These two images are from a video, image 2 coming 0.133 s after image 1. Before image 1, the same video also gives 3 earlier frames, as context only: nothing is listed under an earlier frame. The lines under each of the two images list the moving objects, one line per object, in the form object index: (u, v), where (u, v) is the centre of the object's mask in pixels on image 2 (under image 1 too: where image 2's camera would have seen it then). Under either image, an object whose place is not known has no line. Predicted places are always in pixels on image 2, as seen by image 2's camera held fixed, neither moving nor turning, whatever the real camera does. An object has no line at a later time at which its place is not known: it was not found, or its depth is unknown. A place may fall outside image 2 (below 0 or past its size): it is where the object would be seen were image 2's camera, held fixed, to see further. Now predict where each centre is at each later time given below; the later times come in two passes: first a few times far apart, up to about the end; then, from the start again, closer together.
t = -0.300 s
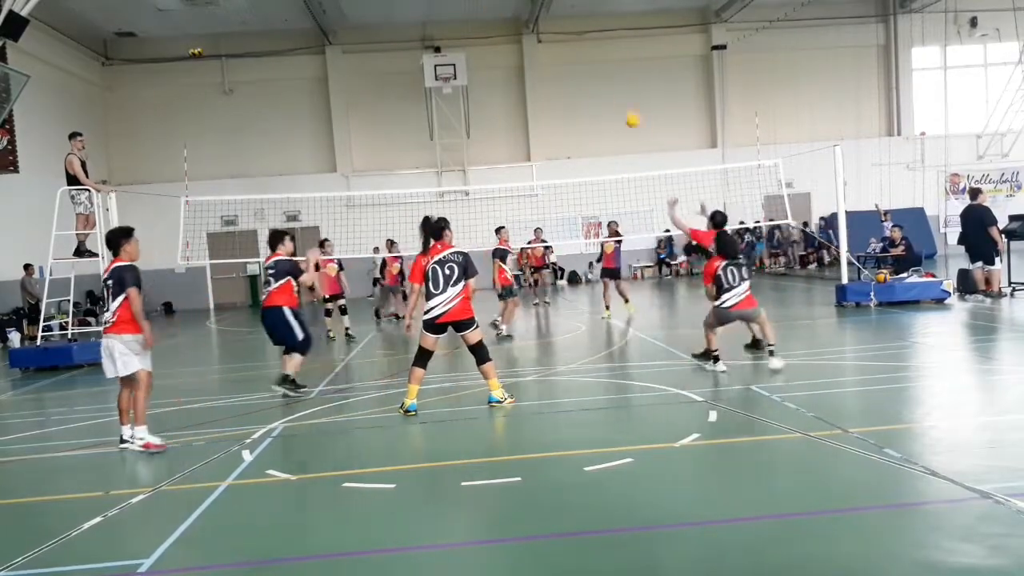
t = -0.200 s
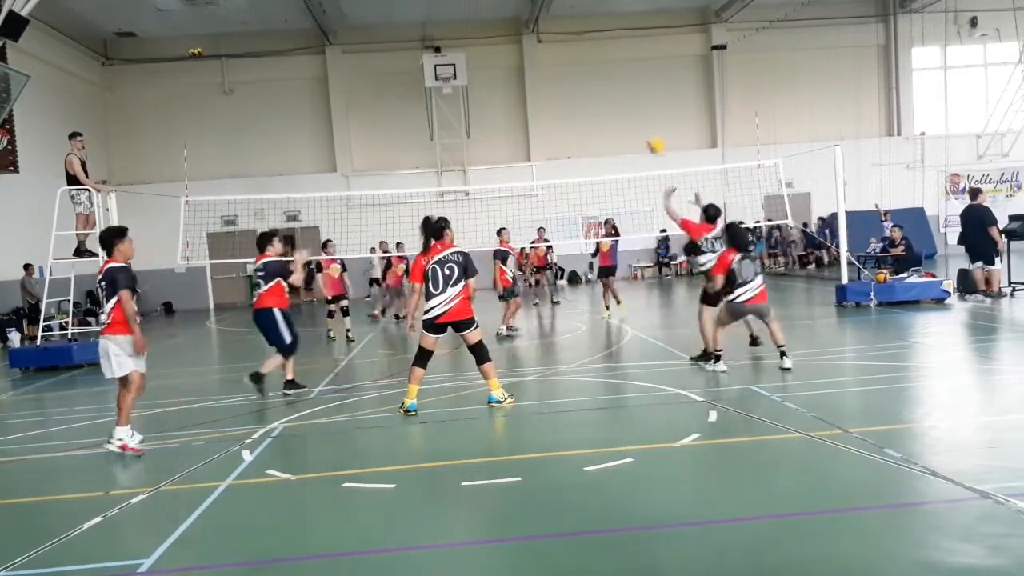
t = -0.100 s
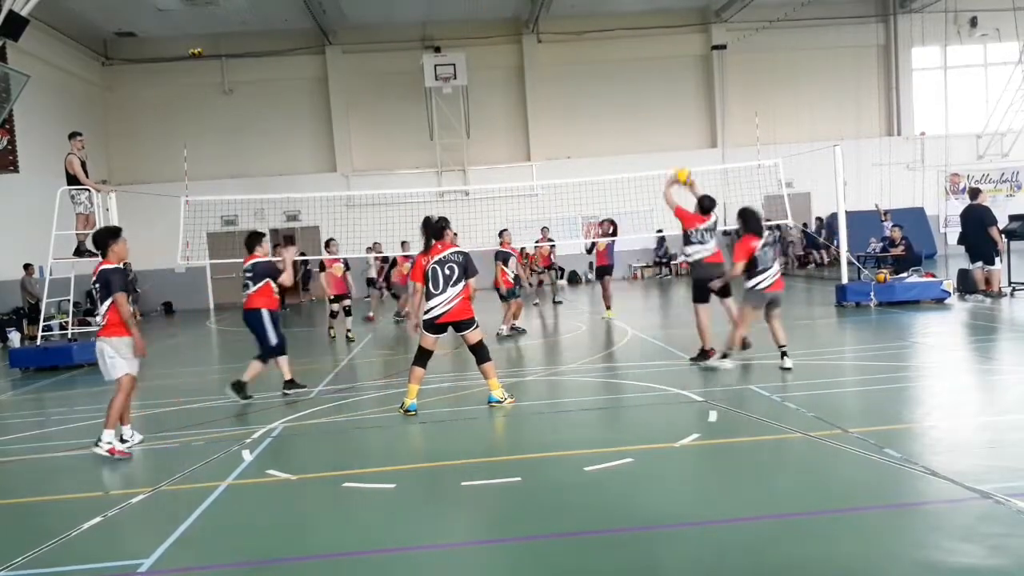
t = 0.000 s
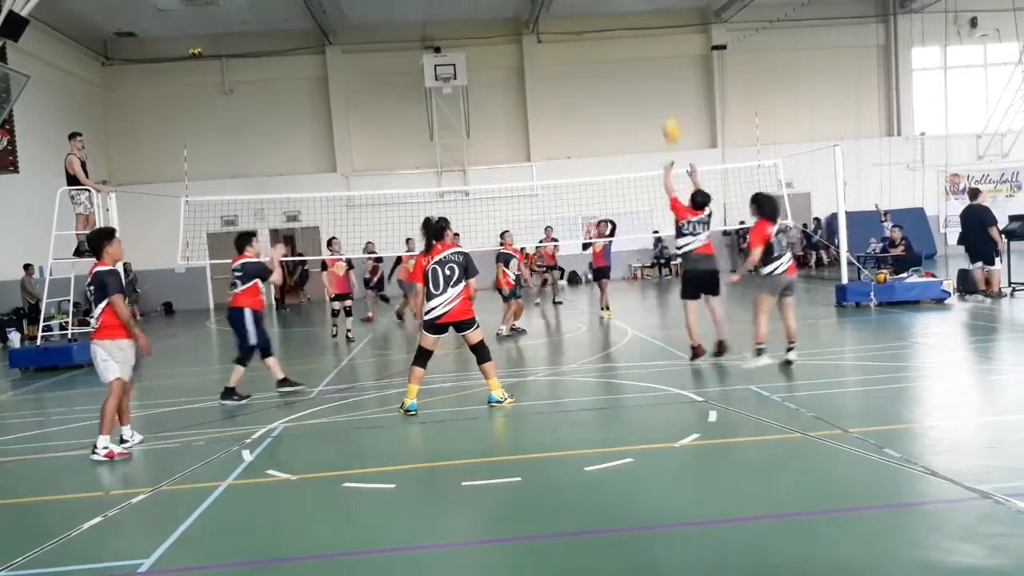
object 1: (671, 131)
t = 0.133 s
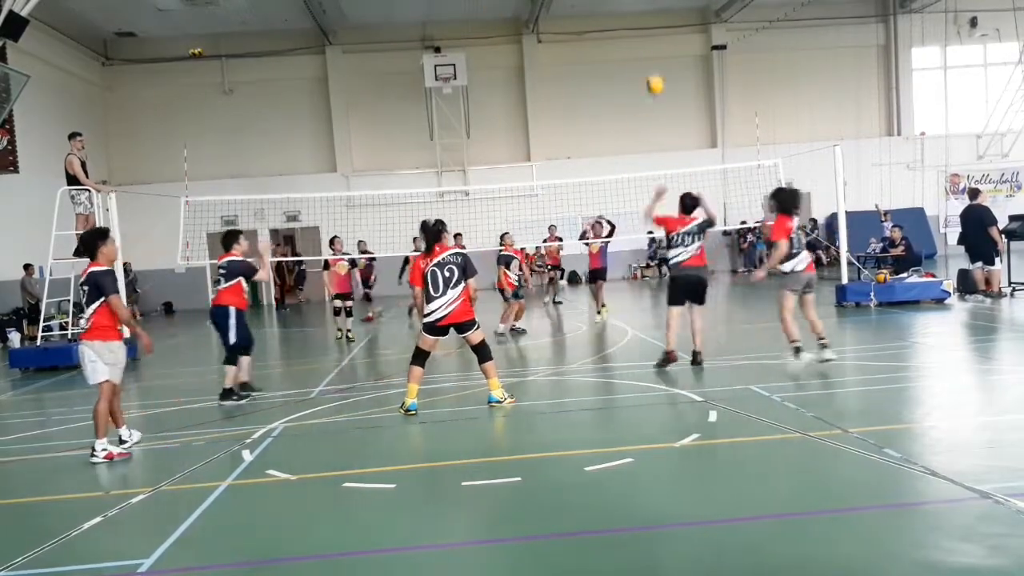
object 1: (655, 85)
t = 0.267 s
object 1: (637, 55)
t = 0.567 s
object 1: (606, 44)
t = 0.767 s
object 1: (591, 78)
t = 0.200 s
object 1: (646, 67)
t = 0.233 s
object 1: (642, 60)
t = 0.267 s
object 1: (637, 55)
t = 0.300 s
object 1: (633, 50)
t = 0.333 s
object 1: (630, 45)
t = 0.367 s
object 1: (626, 42)
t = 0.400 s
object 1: (622, 41)
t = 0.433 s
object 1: (619, 41)
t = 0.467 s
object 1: (615, 41)
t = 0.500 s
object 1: (612, 42)
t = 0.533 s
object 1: (609, 42)
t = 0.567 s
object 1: (606, 44)
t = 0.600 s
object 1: (604, 48)
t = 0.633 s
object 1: (601, 52)
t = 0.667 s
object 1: (598, 56)
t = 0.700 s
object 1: (595, 63)
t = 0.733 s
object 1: (594, 69)
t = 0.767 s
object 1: (591, 78)
